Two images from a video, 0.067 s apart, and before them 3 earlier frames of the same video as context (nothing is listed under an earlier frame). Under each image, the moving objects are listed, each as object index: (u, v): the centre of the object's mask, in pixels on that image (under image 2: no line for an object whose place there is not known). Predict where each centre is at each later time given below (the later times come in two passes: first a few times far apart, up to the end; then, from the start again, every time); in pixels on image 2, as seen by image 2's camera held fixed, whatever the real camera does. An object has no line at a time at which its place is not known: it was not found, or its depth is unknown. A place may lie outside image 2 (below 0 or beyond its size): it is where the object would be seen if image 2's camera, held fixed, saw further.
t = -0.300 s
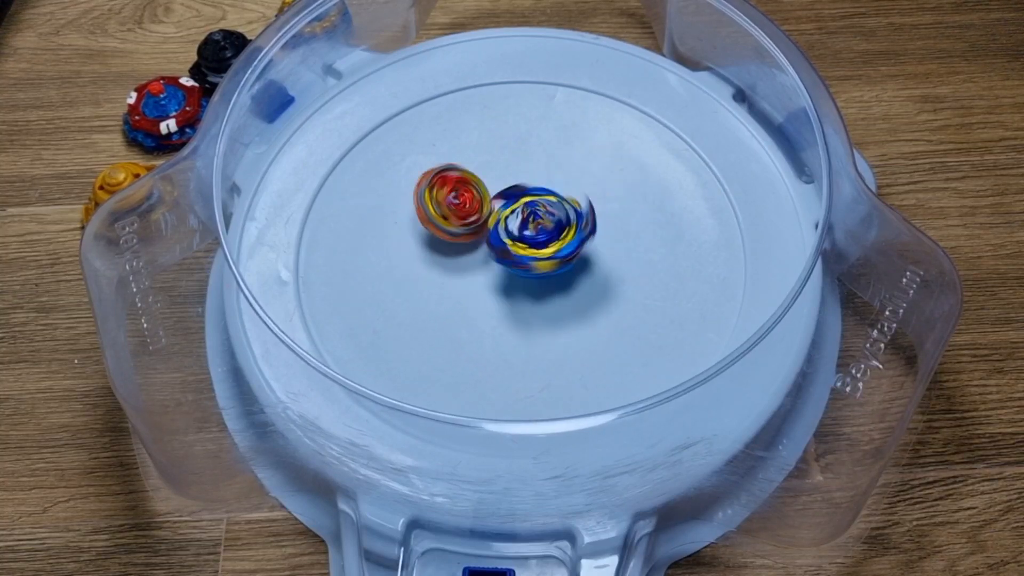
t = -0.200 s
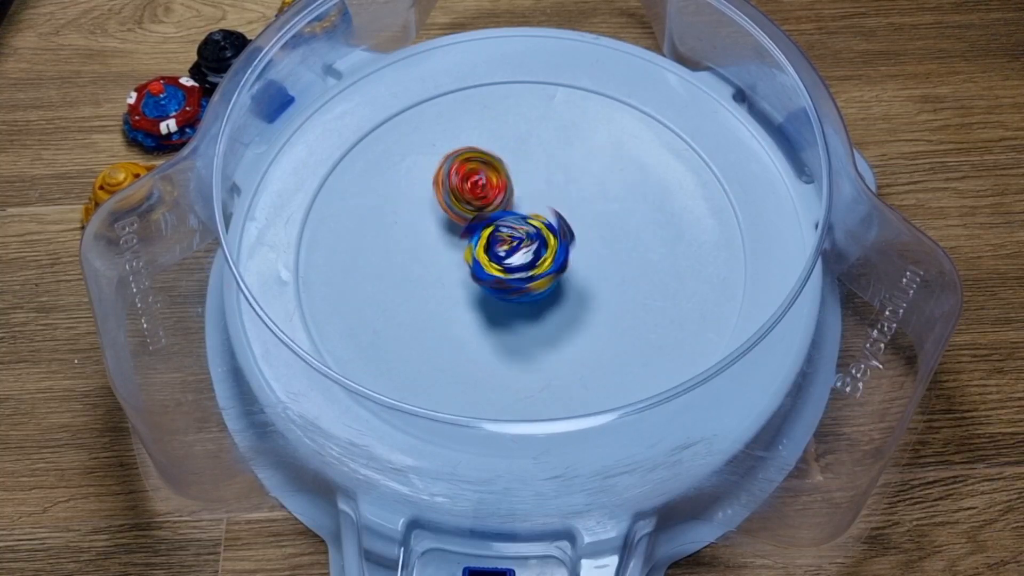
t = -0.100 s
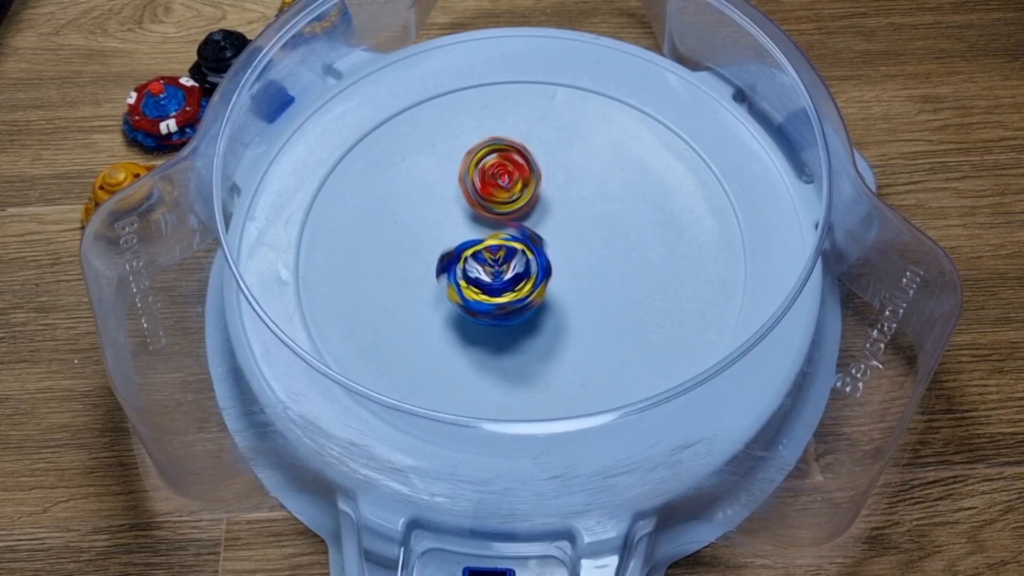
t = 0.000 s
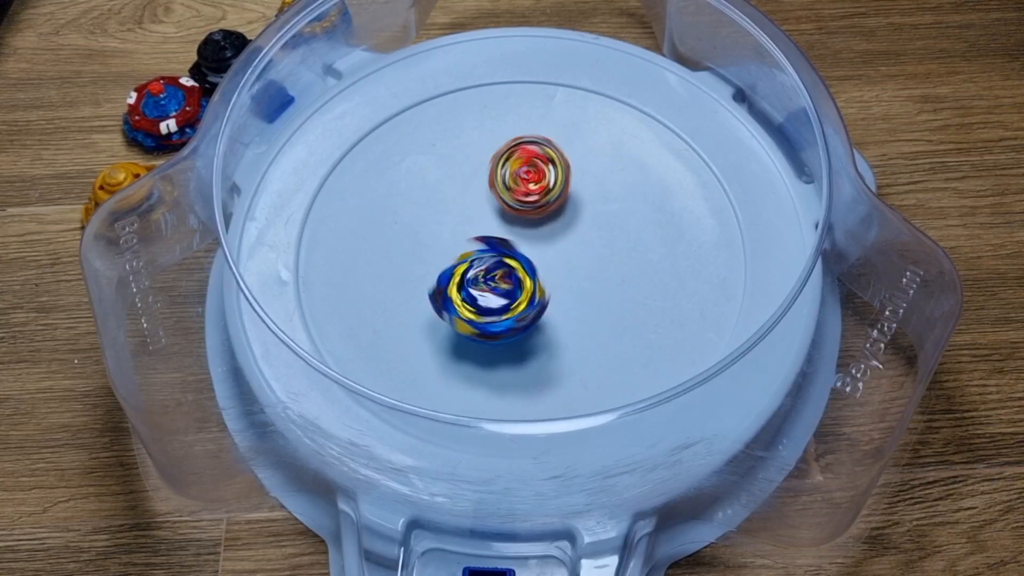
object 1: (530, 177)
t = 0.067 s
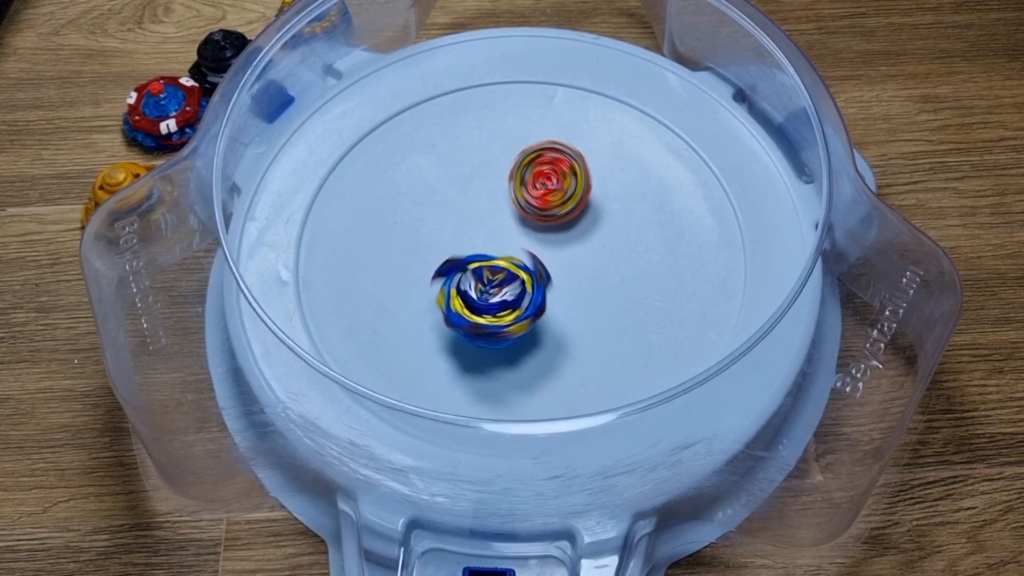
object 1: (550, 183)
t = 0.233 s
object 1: (590, 208)
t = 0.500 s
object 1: (594, 274)
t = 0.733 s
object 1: (538, 308)
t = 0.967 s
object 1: (471, 288)
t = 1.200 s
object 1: (449, 232)
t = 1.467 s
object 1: (496, 181)
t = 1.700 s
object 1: (568, 176)
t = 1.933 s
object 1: (605, 236)
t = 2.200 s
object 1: (557, 300)
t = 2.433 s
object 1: (466, 309)
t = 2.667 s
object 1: (415, 256)
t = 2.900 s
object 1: (455, 199)
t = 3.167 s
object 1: (557, 187)
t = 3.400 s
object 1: (607, 249)
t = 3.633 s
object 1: (553, 310)
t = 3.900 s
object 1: (459, 280)
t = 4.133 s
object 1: (455, 212)
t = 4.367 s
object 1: (529, 167)
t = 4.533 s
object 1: (577, 194)
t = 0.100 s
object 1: (560, 185)
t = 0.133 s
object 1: (568, 189)
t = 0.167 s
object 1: (576, 196)
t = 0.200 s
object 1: (583, 202)
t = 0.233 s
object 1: (590, 208)
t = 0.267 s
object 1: (595, 214)
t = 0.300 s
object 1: (598, 222)
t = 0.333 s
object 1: (601, 231)
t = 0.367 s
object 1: (603, 239)
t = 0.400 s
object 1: (603, 247)
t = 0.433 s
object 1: (600, 256)
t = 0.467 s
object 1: (596, 266)
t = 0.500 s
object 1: (594, 274)
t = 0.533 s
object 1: (589, 280)
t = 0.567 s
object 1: (583, 287)
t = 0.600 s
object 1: (575, 293)
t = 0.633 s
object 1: (568, 299)
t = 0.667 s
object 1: (559, 302)
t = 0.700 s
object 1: (550, 307)
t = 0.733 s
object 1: (538, 308)
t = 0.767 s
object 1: (528, 309)
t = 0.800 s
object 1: (518, 307)
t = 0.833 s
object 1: (509, 307)
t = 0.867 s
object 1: (497, 303)
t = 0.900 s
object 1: (488, 299)
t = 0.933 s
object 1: (479, 294)
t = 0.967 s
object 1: (471, 288)
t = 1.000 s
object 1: (462, 281)
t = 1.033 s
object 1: (458, 274)
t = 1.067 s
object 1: (453, 266)
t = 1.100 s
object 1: (451, 257)
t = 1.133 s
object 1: (448, 248)
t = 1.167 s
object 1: (448, 240)
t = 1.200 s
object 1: (449, 232)
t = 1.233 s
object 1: (451, 222)
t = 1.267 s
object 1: (454, 215)
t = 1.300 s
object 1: (460, 209)
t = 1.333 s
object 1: (465, 201)
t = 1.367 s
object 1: (471, 194)
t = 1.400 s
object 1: (478, 190)
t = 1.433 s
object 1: (487, 185)
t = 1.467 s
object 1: (496, 181)
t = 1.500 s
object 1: (505, 179)
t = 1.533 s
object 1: (515, 179)
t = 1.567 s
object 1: (525, 176)
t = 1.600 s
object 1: (534, 174)
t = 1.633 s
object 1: (544, 173)
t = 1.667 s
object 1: (556, 173)
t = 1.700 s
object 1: (568, 176)
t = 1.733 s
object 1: (578, 185)
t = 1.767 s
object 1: (588, 194)
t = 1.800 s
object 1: (594, 201)
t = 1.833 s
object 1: (598, 210)
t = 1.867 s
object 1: (602, 219)
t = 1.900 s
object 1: (605, 226)
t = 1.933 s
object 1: (605, 236)
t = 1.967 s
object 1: (603, 246)
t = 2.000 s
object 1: (602, 254)
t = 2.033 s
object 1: (598, 264)
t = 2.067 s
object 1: (591, 273)
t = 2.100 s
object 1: (585, 280)
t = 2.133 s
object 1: (576, 288)
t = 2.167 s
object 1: (566, 295)
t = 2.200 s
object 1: (557, 300)
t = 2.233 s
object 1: (545, 305)
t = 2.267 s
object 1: (533, 307)
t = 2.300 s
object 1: (522, 308)
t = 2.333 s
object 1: (509, 308)
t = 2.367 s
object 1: (494, 307)
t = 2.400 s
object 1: (481, 309)
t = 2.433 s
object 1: (466, 309)
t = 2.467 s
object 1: (453, 304)
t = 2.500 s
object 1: (444, 298)
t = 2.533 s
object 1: (433, 292)
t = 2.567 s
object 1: (426, 284)
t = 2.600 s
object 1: (420, 273)
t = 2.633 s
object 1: (417, 265)
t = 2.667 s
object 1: (415, 256)
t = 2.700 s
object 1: (416, 246)
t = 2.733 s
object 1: (419, 237)
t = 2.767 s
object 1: (423, 229)
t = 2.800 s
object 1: (429, 220)
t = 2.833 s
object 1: (437, 213)
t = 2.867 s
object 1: (446, 206)
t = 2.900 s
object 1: (455, 199)
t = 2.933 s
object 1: (467, 195)
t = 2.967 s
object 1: (479, 186)
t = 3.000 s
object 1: (493, 179)
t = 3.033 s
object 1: (507, 179)
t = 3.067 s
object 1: (520, 178)
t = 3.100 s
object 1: (532, 179)
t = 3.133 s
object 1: (546, 185)
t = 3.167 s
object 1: (557, 187)
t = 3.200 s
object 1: (567, 194)
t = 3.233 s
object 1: (579, 200)
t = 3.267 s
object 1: (587, 209)
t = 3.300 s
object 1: (595, 219)
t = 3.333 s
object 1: (601, 227)
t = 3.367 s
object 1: (606, 237)
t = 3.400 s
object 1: (607, 249)
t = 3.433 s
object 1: (604, 260)
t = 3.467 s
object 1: (600, 271)
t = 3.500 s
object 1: (594, 279)
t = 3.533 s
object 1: (588, 290)
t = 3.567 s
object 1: (578, 298)
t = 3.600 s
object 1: (566, 305)
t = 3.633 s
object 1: (553, 310)
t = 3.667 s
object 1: (539, 312)
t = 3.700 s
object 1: (526, 313)
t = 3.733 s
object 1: (514, 312)
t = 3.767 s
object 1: (500, 310)
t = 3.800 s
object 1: (487, 305)
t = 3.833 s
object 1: (475, 298)
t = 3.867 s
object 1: (466, 290)
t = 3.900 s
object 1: (459, 280)
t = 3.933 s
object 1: (450, 272)
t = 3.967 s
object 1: (447, 261)
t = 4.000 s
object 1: (444, 251)
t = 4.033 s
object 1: (444, 242)
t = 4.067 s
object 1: (445, 231)
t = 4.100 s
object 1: (449, 221)
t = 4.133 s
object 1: (455, 212)
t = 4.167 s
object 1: (461, 203)
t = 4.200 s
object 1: (470, 196)
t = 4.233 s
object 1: (479, 188)
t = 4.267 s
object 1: (490, 182)
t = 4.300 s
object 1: (503, 176)
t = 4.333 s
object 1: (516, 171)
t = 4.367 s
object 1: (529, 167)
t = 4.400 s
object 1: (539, 169)
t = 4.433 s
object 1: (551, 171)
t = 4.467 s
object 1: (561, 178)
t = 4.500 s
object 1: (570, 184)
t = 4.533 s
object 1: (577, 194)
